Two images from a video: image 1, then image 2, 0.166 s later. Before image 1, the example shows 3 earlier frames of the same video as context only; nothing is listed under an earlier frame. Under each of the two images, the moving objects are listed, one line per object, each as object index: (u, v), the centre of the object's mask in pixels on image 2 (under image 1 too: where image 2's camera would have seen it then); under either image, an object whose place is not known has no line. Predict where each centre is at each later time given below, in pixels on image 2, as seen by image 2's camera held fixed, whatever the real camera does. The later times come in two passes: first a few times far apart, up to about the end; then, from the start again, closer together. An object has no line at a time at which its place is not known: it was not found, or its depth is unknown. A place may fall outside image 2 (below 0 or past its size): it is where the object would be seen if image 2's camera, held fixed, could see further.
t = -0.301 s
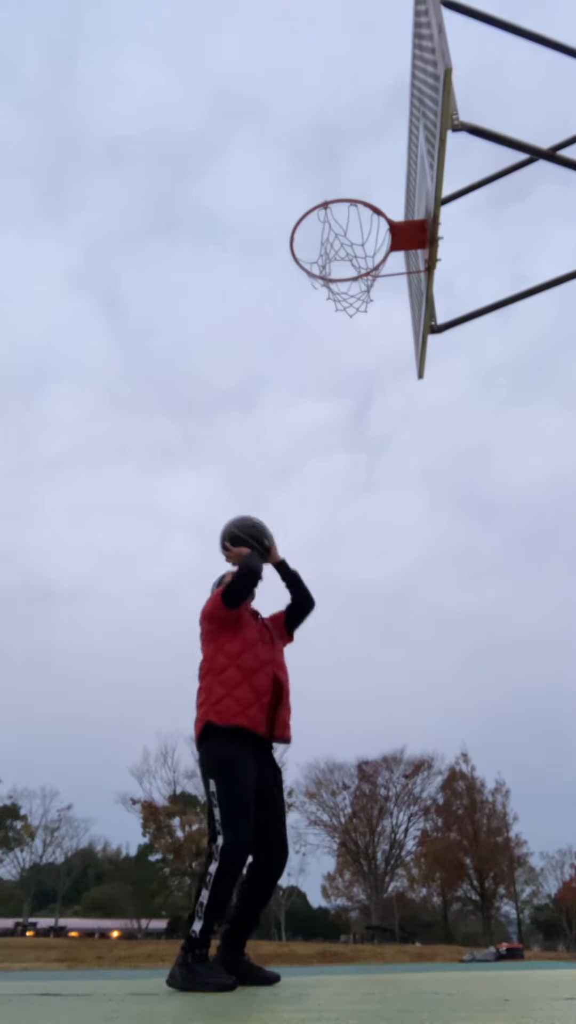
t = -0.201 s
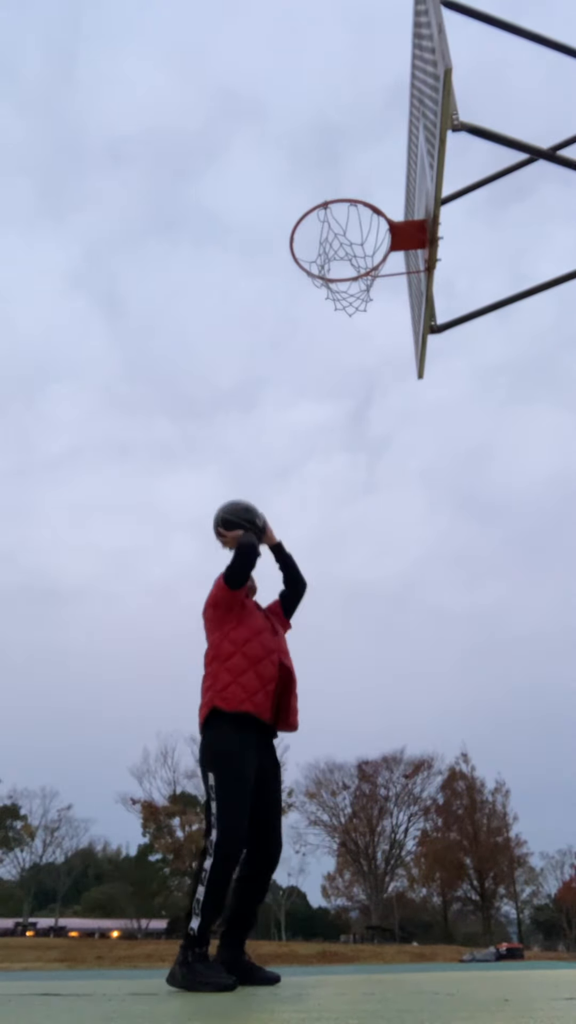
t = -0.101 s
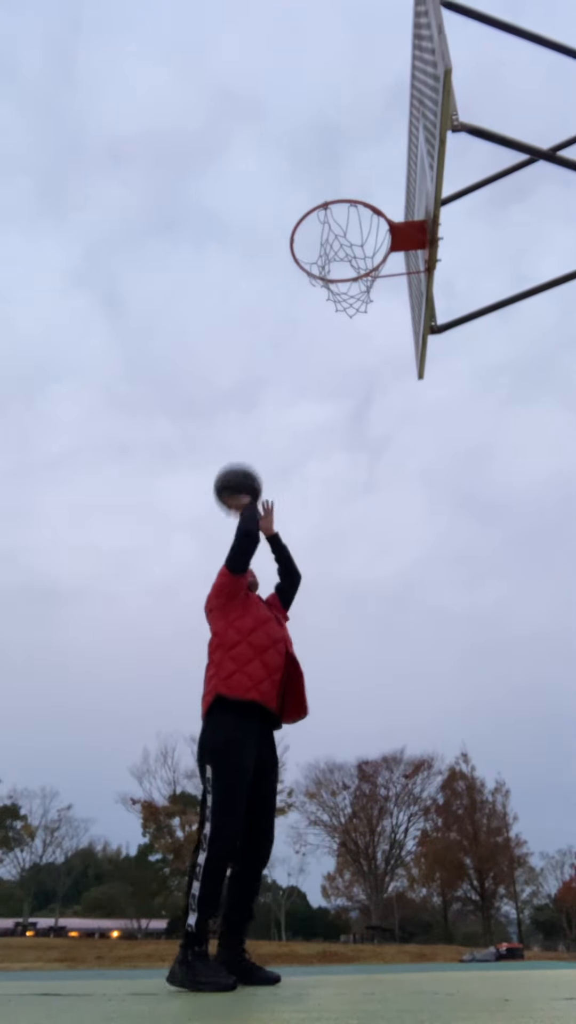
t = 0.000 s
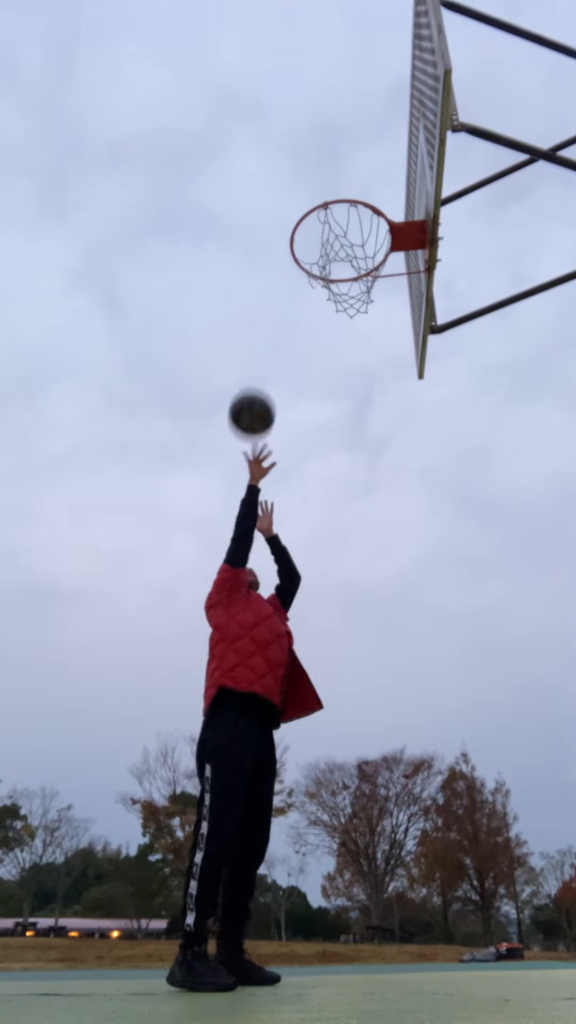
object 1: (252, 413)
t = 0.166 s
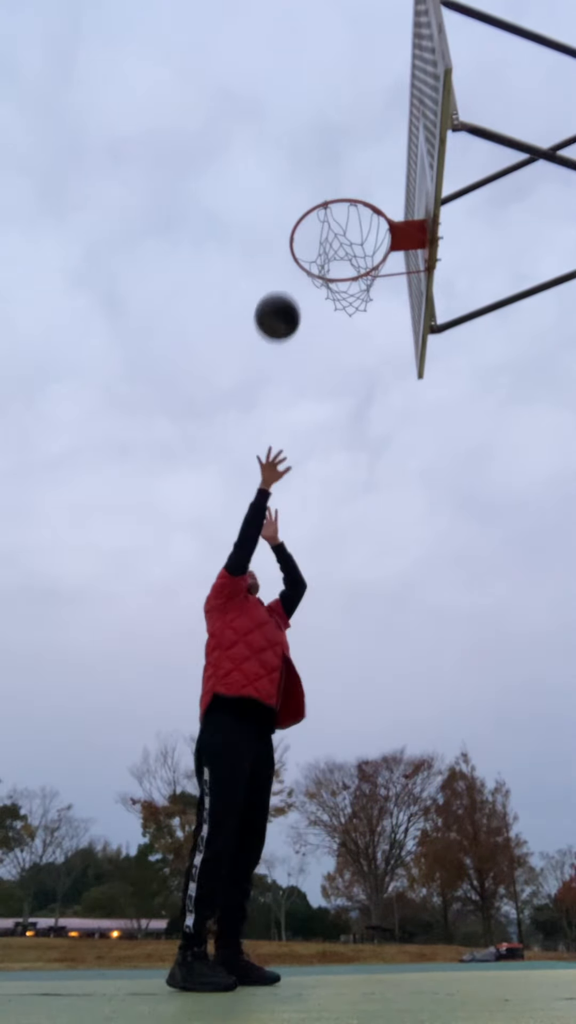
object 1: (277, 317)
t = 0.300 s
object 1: (297, 269)
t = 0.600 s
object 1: (349, 251)
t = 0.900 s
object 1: (401, 364)
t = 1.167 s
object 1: (492, 698)
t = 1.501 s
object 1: (474, 581)
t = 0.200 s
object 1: (282, 302)
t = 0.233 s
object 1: (287, 289)
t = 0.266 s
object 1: (292, 278)
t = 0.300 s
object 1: (297, 269)
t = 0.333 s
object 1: (302, 261)
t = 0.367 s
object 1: (307, 255)
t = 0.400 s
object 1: (313, 250)
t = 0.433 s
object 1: (318, 247)
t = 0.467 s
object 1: (324, 244)
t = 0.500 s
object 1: (330, 243)
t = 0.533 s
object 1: (336, 244)
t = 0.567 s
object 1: (342, 247)
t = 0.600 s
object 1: (349, 251)
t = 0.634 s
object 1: (356, 257)
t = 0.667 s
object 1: (362, 264)
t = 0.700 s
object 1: (367, 271)
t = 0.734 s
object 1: (372, 281)
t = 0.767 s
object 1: (377, 293)
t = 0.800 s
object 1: (382, 306)
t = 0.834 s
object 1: (387, 324)
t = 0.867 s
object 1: (394, 342)
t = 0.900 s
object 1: (401, 364)
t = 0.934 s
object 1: (410, 389)
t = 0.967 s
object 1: (418, 416)
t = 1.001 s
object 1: (427, 449)
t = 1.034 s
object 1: (437, 485)
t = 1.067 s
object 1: (448, 527)
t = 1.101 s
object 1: (461, 576)
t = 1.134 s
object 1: (475, 633)
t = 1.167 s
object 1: (492, 698)
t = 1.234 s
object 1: (534, 864)
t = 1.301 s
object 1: (537, 877)
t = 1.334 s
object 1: (523, 805)
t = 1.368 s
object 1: (512, 745)
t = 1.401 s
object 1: (500, 695)
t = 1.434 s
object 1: (490, 651)
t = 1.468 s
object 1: (482, 613)
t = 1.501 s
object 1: (474, 581)
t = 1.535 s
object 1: (467, 553)
